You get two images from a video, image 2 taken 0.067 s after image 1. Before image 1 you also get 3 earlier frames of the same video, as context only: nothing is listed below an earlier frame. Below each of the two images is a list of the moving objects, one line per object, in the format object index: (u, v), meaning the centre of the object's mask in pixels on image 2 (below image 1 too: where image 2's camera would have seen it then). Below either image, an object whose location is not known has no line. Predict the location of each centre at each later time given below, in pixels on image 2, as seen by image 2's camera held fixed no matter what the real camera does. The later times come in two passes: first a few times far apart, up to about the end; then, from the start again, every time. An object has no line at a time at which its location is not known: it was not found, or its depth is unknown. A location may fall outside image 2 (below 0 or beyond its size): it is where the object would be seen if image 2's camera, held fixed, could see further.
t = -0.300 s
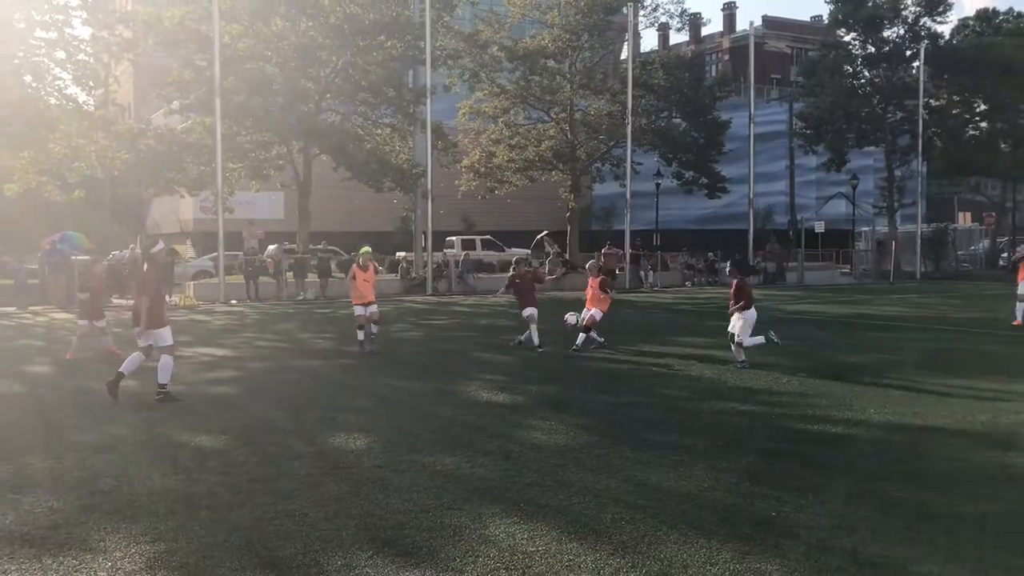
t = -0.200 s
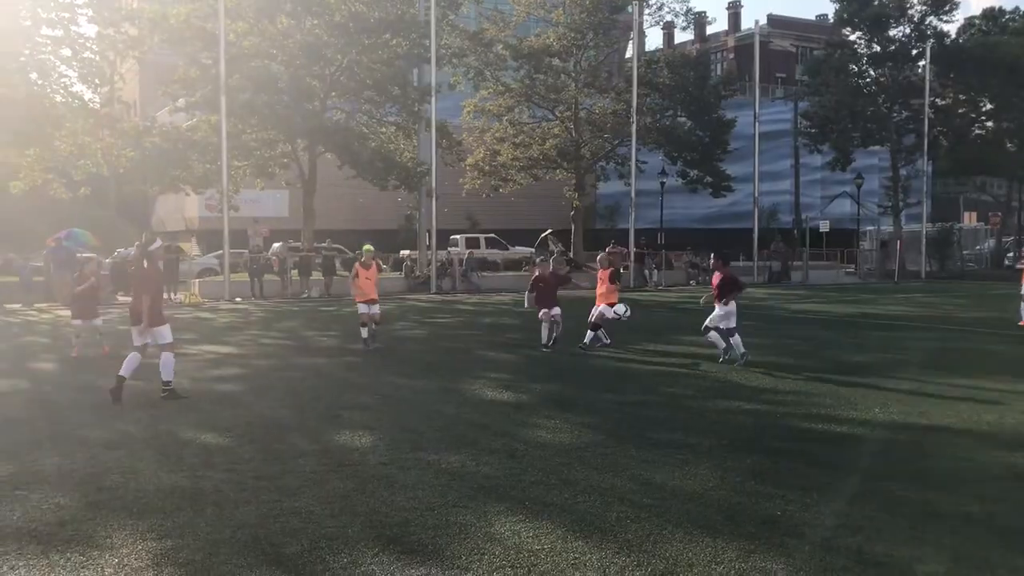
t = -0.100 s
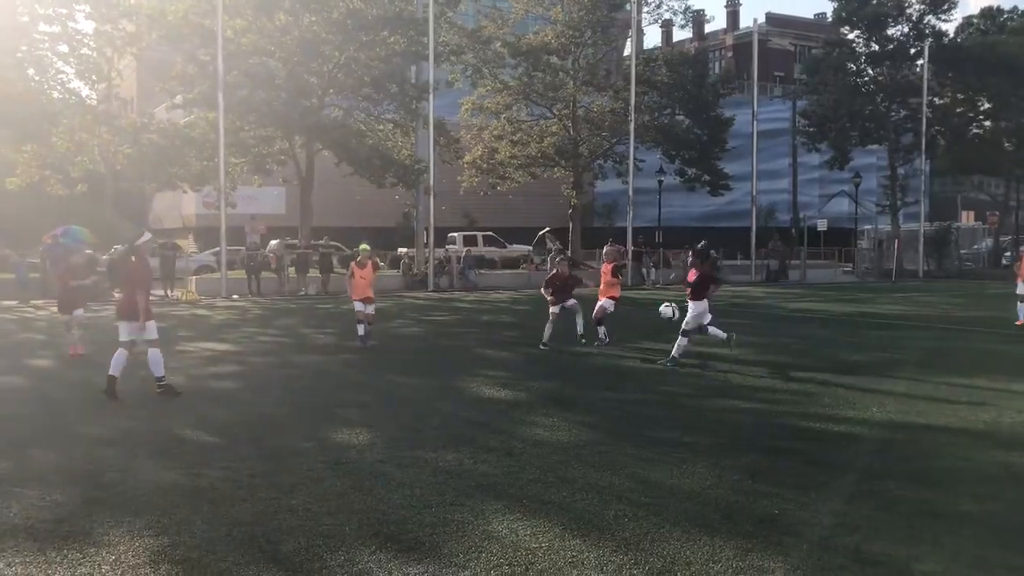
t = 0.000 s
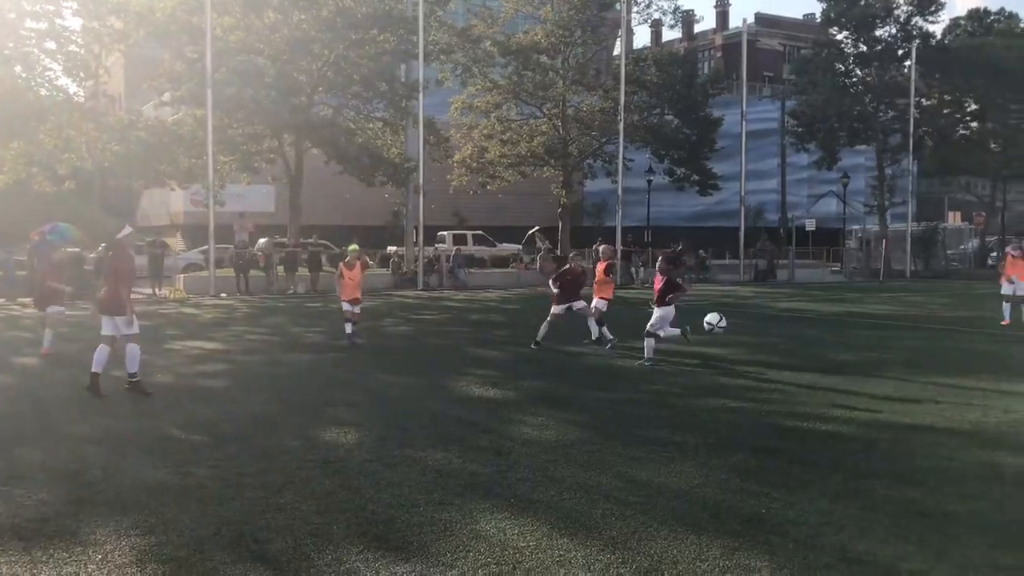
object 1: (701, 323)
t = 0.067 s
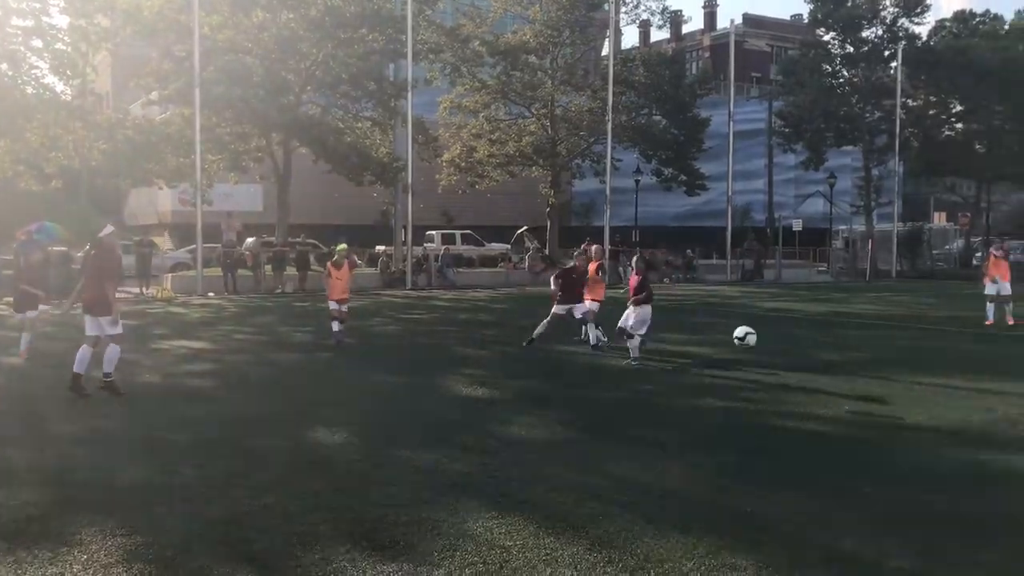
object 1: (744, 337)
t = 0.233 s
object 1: (879, 406)
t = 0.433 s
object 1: (1013, 387)
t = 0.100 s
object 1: (768, 346)
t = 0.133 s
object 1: (794, 358)
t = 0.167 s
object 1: (819, 371)
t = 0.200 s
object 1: (849, 388)
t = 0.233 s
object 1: (879, 406)
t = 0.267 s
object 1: (903, 409)
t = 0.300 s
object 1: (921, 403)
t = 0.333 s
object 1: (943, 397)
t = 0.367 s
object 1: (965, 393)
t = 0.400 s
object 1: (988, 389)
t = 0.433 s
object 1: (1013, 387)
